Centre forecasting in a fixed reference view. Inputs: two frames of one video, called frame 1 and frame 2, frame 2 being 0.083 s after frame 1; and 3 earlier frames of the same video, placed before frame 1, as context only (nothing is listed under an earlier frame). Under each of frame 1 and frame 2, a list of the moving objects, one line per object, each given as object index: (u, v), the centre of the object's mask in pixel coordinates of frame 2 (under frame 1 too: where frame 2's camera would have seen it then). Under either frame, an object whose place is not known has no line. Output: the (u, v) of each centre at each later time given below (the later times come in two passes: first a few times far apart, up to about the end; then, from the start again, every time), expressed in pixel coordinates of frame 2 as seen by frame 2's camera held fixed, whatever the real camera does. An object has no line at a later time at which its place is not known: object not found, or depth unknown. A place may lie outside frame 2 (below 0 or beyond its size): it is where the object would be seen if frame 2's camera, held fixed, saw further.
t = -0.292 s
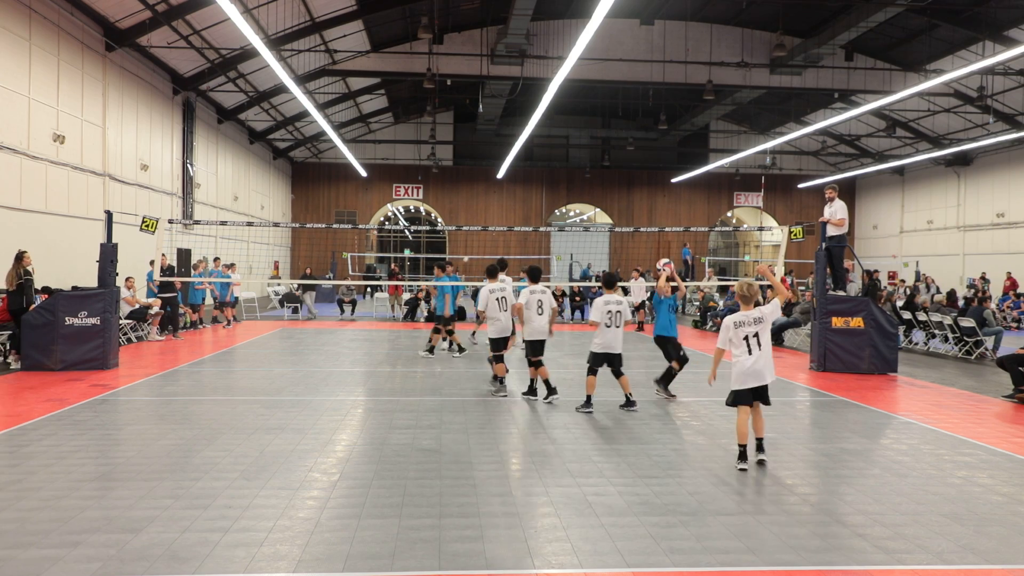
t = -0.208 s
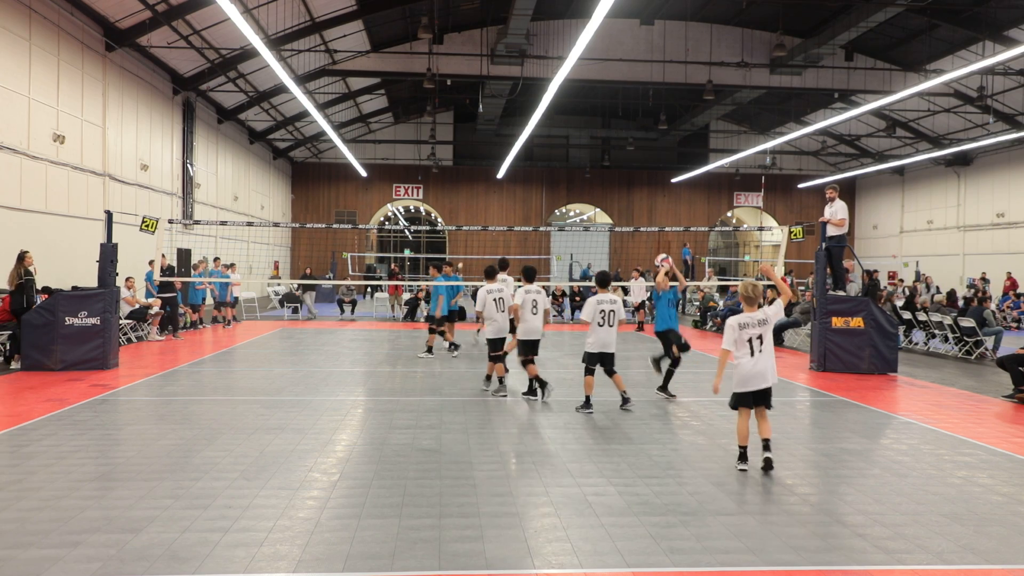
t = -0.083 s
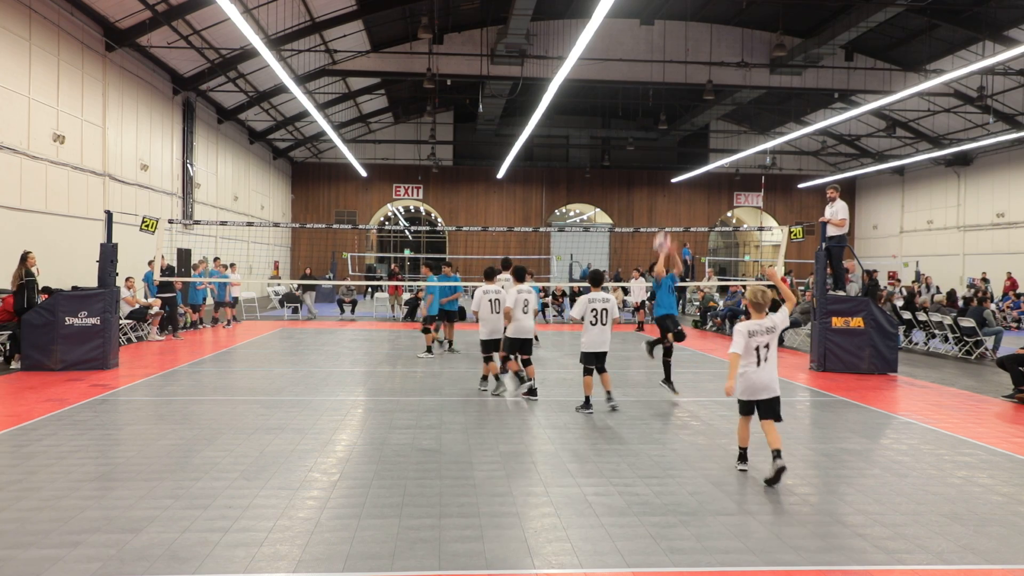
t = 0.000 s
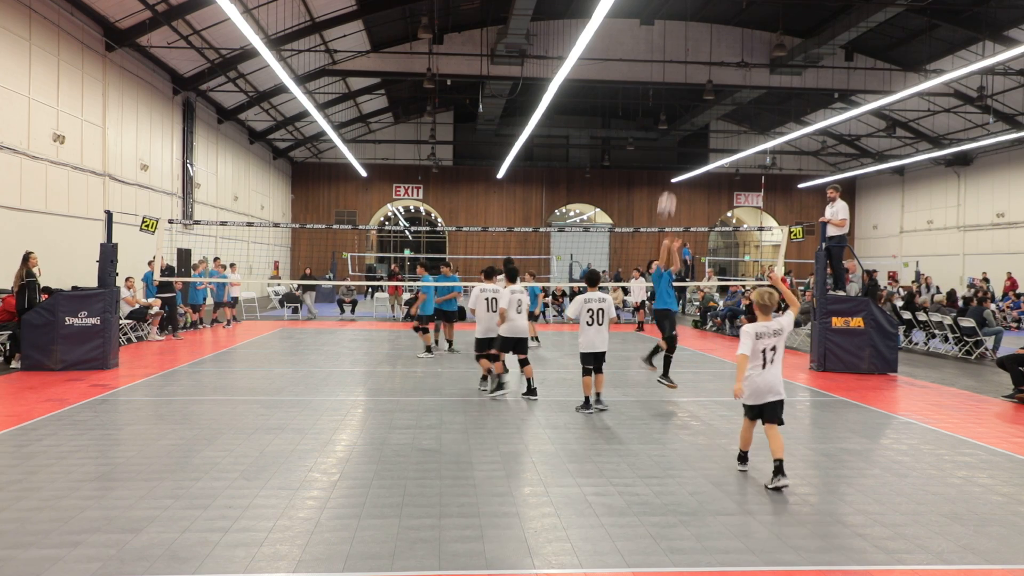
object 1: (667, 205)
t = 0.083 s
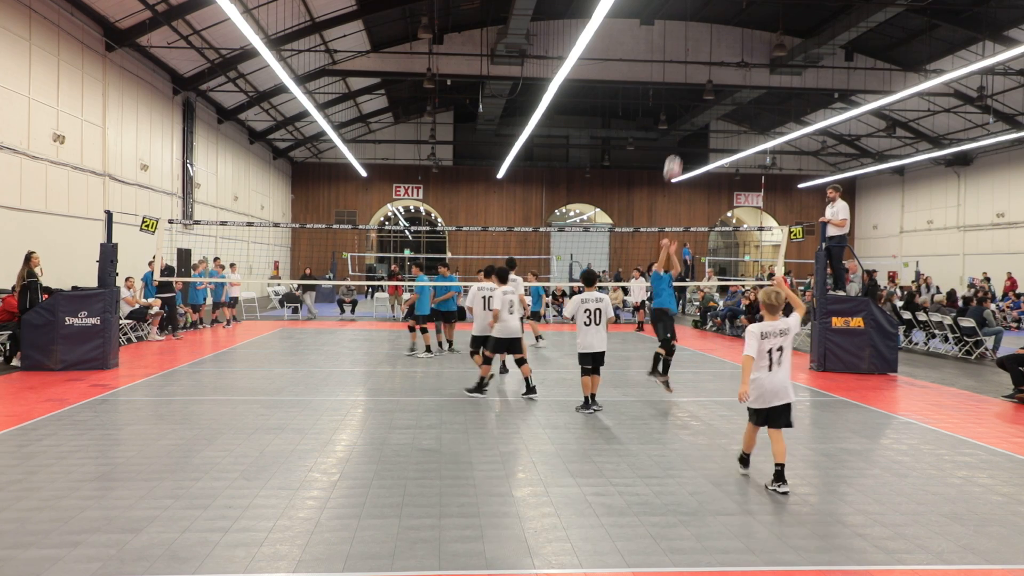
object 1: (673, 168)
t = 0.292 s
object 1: (688, 96)
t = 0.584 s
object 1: (709, 48)
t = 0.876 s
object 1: (735, 86)
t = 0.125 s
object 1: (676, 152)
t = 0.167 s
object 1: (679, 136)
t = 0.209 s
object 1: (682, 122)
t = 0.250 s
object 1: (685, 108)
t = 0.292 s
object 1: (688, 96)
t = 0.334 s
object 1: (691, 85)
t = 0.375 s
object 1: (694, 75)
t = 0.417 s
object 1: (697, 67)
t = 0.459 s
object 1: (700, 59)
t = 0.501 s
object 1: (703, 54)
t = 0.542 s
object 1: (706, 50)
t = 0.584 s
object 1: (709, 48)
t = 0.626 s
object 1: (713, 48)
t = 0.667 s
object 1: (716, 49)
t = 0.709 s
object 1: (720, 52)
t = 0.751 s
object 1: (724, 57)
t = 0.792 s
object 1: (727, 64)
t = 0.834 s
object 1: (731, 74)
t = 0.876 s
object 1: (735, 86)
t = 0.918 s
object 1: (739, 100)
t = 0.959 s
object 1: (744, 115)
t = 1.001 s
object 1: (748, 133)
